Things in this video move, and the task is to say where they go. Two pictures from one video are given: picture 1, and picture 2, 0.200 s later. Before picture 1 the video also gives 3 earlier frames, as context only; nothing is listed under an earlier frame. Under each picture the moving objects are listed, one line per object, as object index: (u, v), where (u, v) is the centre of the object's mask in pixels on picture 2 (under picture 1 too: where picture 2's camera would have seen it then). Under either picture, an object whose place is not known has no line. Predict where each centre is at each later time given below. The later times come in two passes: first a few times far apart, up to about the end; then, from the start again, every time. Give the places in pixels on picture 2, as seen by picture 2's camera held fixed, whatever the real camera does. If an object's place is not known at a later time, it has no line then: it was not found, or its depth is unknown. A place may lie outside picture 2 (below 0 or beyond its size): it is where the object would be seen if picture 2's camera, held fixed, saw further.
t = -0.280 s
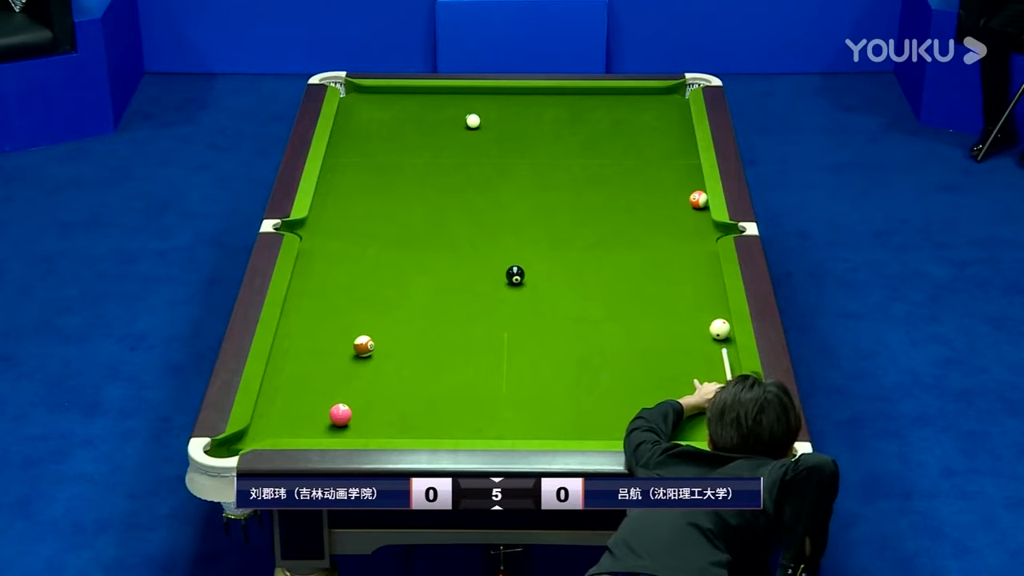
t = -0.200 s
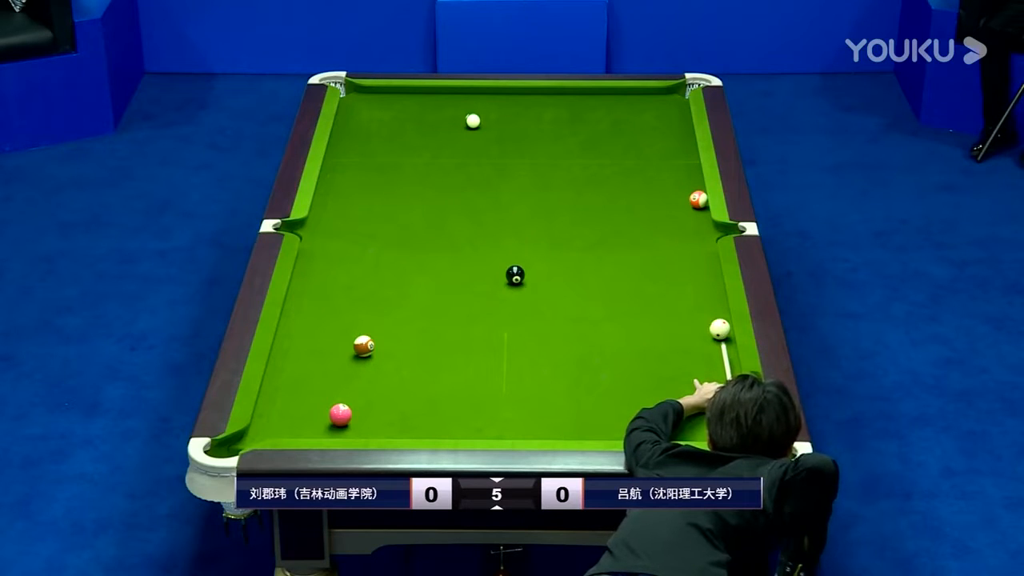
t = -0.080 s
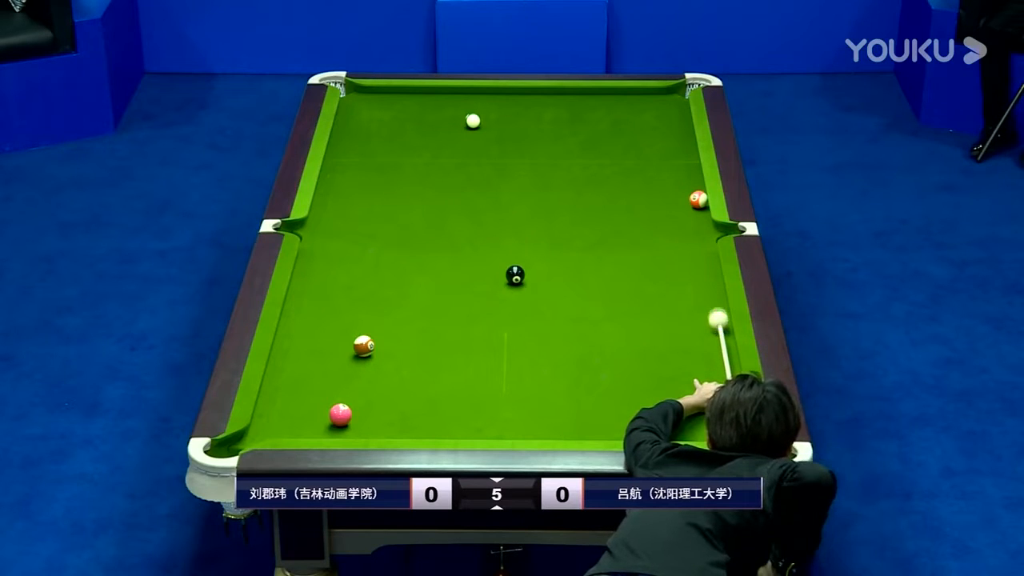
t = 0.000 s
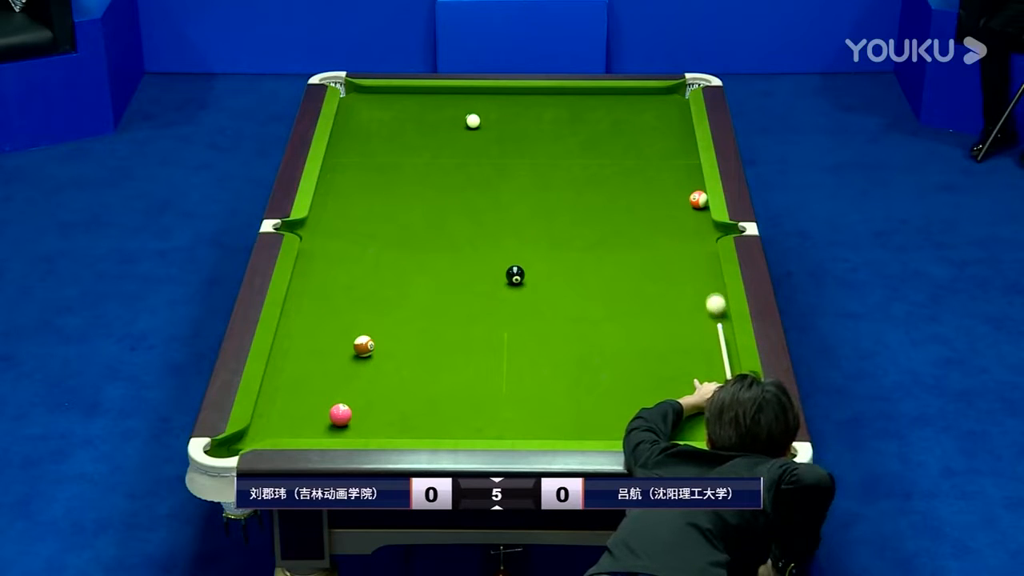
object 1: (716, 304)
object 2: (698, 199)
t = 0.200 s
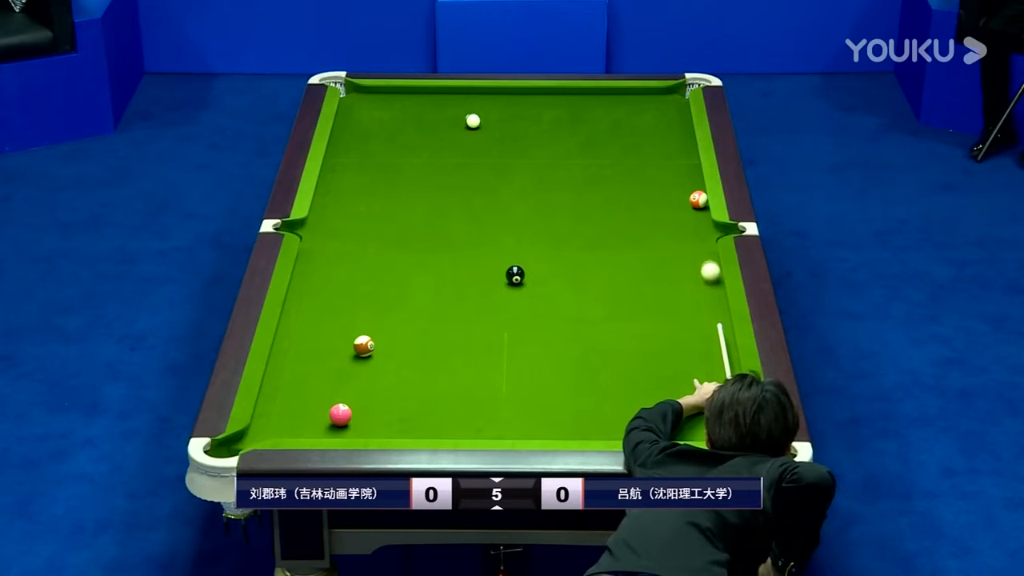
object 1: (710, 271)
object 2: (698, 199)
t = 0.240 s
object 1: (709, 265)
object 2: (698, 199)
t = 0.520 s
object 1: (703, 224)
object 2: (698, 199)
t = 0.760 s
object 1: (694, 204)
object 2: (696, 188)
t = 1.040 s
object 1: (683, 197)
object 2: (688, 169)
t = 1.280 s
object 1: (675, 190)
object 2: (683, 153)
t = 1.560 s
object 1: (666, 184)
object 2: (677, 137)
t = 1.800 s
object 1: (659, 179)
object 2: (672, 124)
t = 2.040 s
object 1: (653, 175)
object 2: (668, 112)
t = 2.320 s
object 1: (646, 171)
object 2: (663, 99)
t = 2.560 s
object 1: (642, 168)
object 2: (661, 93)
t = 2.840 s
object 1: (634, 163)
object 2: (661, 101)
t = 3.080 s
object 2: (662, 108)
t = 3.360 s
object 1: (634, 162)
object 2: (663, 115)
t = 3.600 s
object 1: (633, 161)
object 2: (664, 121)
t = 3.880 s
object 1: (633, 161)
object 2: (664, 126)
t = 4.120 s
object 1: (633, 161)
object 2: (665, 131)
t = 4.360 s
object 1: (633, 161)
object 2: (666, 135)
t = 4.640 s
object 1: (633, 161)
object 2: (667, 140)
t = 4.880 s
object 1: (633, 161)
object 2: (667, 142)
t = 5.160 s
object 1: (633, 161)
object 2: (667, 145)
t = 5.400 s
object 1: (633, 161)
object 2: (667, 147)
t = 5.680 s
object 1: (633, 161)
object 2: (667, 148)
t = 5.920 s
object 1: (633, 161)
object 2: (666, 149)
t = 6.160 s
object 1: (633, 161)
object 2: (666, 149)
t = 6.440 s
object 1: (633, 161)
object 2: (666, 149)
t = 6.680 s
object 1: (633, 161)
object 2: (666, 149)
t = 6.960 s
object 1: (633, 161)
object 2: (666, 149)
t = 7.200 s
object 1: (633, 160)
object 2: (666, 149)
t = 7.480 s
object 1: (633, 160)
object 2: (666, 149)
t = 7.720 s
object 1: (633, 161)
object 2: (666, 149)
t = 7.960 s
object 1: (633, 161)
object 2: (666, 149)
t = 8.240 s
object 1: (633, 161)
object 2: (666, 149)
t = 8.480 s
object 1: (633, 161)
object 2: (666, 149)
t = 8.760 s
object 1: (633, 160)
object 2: (666, 149)
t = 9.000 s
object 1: (633, 160)
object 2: (666, 149)
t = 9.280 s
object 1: (633, 160)
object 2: (666, 149)
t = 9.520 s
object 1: (633, 160)
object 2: (666, 149)
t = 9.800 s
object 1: (633, 160)
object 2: (666, 149)
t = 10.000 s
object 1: (633, 161)
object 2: (666, 149)
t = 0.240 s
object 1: (709, 265)
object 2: (698, 199)
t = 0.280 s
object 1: (708, 259)
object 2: (698, 199)
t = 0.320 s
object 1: (707, 252)
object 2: (698, 199)
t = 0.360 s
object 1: (706, 246)
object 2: (698, 199)
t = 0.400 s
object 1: (706, 241)
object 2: (698, 199)
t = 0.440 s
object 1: (705, 235)
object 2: (698, 199)
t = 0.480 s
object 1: (704, 229)
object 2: (698, 199)
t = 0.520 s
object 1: (703, 224)
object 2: (698, 199)
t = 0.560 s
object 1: (702, 218)
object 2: (698, 199)
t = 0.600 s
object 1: (700, 214)
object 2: (698, 198)
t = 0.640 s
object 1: (699, 209)
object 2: (698, 196)
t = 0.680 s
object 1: (697, 206)
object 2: (698, 193)
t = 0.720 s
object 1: (696, 206)
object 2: (696, 190)
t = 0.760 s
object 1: (694, 204)
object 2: (696, 188)
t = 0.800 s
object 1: (692, 203)
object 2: (694, 185)
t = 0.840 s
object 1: (691, 202)
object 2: (693, 182)
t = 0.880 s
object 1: (689, 201)
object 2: (693, 180)
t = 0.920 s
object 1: (688, 200)
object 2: (692, 177)
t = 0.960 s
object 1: (686, 199)
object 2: (690, 174)
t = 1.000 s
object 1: (685, 198)
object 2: (690, 172)
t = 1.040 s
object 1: (683, 197)
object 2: (688, 169)
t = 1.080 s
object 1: (682, 195)
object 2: (688, 166)
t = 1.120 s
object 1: (681, 195)
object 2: (687, 164)
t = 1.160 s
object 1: (679, 193)
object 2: (685, 161)
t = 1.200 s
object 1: (678, 192)
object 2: (684, 159)
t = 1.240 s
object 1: (676, 191)
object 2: (684, 156)
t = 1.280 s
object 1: (675, 190)
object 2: (683, 153)
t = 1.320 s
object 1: (674, 189)
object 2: (682, 151)
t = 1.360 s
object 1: (672, 188)
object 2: (681, 149)
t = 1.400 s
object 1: (671, 187)
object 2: (680, 146)
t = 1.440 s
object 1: (670, 187)
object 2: (679, 144)
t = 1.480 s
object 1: (668, 186)
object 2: (679, 141)
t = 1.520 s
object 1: (667, 185)
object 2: (678, 139)
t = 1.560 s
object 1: (666, 184)
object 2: (677, 137)
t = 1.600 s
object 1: (665, 183)
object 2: (676, 134)
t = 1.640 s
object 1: (663, 182)
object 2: (676, 132)
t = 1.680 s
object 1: (662, 182)
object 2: (675, 130)
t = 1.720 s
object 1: (661, 181)
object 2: (674, 128)
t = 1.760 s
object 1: (660, 180)
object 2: (673, 126)
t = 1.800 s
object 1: (659, 179)
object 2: (672, 124)
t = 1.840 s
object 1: (658, 179)
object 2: (672, 122)
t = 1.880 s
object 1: (657, 178)
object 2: (671, 120)
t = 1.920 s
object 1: (656, 177)
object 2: (670, 117)
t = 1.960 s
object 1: (655, 176)
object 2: (669, 115)
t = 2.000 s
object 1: (654, 176)
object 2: (669, 114)
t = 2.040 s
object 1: (653, 175)
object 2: (668, 112)
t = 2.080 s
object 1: (652, 174)
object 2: (667, 110)
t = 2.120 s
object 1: (651, 174)
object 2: (667, 108)
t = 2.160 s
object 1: (650, 173)
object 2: (666, 106)
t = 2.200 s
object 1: (649, 172)
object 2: (666, 104)
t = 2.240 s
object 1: (648, 172)
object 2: (665, 102)
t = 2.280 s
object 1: (647, 171)
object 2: (664, 100)
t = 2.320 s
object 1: (646, 171)
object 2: (663, 99)
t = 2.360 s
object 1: (646, 170)
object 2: (663, 97)
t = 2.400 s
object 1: (645, 170)
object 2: (662, 95)
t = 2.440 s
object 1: (644, 169)
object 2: (661, 93)
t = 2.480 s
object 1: (643, 169)
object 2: (661, 92)
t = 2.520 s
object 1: (643, 168)
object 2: (661, 91)
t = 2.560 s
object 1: (642, 168)
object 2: (661, 93)
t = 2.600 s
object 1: (641, 167)
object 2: (661, 94)
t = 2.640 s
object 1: (641, 167)
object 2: (661, 95)
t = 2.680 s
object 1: (640, 167)
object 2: (661, 97)
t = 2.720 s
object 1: (639, 166)
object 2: (661, 98)
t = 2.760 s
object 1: (639, 166)
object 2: (661, 99)
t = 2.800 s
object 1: (637, 165)
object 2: (661, 100)
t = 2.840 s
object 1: (634, 163)
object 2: (661, 101)
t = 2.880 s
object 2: (661, 102)
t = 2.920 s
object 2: (661, 104)
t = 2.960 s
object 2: (661, 105)
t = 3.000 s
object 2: (661, 106)
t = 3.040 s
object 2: (662, 107)
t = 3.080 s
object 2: (662, 108)
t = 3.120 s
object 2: (662, 109)
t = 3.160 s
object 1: (635, 162)
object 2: (662, 110)
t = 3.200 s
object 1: (635, 162)
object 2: (662, 111)
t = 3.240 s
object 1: (634, 162)
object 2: (662, 112)
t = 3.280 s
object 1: (634, 162)
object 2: (663, 113)
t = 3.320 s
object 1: (634, 162)
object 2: (663, 114)
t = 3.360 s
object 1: (634, 162)
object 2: (663, 115)
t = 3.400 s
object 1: (634, 161)
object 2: (663, 116)
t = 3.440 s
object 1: (634, 161)
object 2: (663, 117)
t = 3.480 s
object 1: (634, 161)
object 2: (663, 118)
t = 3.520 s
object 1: (634, 161)
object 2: (664, 119)
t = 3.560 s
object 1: (634, 161)
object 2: (664, 120)
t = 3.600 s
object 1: (633, 161)
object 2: (664, 121)
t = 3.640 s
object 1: (633, 161)
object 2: (664, 122)
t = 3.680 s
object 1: (633, 161)
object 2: (664, 123)
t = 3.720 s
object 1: (633, 161)
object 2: (664, 123)
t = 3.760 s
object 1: (633, 161)
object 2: (664, 124)
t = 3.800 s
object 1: (633, 161)
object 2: (664, 125)
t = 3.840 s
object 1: (633, 161)
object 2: (664, 126)
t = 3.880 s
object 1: (633, 161)
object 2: (664, 126)
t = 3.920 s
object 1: (633, 161)
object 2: (665, 127)
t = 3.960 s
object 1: (633, 161)
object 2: (665, 128)
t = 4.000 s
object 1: (633, 161)
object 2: (665, 129)
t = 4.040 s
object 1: (633, 161)
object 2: (665, 130)
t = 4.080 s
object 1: (633, 161)
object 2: (665, 131)
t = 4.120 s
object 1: (633, 161)
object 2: (665, 131)
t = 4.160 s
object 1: (633, 161)
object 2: (665, 132)
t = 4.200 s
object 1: (633, 161)
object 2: (666, 133)
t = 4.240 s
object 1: (633, 161)
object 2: (666, 133)
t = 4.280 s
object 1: (633, 161)
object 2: (666, 134)
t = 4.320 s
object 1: (633, 161)
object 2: (666, 135)
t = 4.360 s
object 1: (633, 161)
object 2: (666, 135)
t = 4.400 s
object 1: (633, 161)
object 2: (666, 136)
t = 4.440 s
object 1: (633, 161)
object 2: (666, 137)
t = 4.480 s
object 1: (633, 161)
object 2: (667, 137)
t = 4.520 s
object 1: (633, 161)
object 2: (667, 138)
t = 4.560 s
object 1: (633, 161)
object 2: (667, 139)
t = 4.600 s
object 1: (633, 161)
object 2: (667, 139)
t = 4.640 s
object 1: (633, 161)
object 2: (667, 140)
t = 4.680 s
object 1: (633, 161)
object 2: (667, 140)
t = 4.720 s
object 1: (633, 160)
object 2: (667, 141)
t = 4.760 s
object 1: (633, 161)
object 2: (667, 141)
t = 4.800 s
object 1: (633, 161)
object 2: (667, 142)
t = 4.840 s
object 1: (633, 161)
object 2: (667, 142)
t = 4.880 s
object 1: (633, 161)
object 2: (667, 142)
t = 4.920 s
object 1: (633, 161)
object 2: (667, 143)
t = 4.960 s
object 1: (633, 161)
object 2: (667, 143)
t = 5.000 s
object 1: (633, 161)
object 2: (668, 144)
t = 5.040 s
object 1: (633, 161)
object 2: (667, 144)
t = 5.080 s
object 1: (633, 161)
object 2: (668, 144)
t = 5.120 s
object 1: (633, 161)
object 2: (667, 145)
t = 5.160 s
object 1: (633, 161)
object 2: (667, 145)
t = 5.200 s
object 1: (633, 161)
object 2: (667, 145)
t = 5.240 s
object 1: (633, 161)
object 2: (668, 146)
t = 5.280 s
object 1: (633, 161)
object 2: (668, 146)
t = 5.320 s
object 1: (633, 161)
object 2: (667, 146)
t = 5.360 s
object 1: (633, 161)
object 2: (667, 147)
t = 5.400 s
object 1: (633, 161)
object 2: (667, 147)
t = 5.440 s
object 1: (633, 161)
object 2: (667, 147)
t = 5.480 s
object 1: (633, 161)
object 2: (667, 147)
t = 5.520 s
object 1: (633, 161)
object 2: (667, 148)
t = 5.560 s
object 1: (633, 161)
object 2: (667, 148)
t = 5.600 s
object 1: (633, 161)
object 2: (667, 148)
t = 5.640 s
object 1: (633, 161)
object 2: (667, 148)
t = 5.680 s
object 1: (633, 161)
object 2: (667, 148)
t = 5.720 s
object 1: (633, 161)
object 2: (667, 148)
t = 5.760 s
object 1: (633, 161)
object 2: (666, 149)
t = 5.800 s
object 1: (633, 161)
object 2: (666, 149)
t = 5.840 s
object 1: (633, 161)
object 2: (666, 149)
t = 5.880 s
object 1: (633, 161)
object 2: (666, 149)
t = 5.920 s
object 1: (633, 161)
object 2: (666, 149)
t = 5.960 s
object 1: (633, 161)
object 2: (666, 149)
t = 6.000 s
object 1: (633, 161)
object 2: (666, 149)
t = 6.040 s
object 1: (633, 161)
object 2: (666, 149)
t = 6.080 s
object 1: (633, 161)
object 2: (666, 149)
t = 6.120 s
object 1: (633, 161)
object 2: (666, 149)
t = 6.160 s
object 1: (633, 161)
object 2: (666, 149)
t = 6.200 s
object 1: (633, 161)
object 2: (666, 149)
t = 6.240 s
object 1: (633, 161)
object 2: (666, 149)
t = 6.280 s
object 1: (633, 161)
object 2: (666, 149)
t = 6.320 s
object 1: (633, 161)
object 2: (666, 149)
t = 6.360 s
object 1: (633, 161)
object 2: (666, 149)
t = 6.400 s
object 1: (633, 161)
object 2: (666, 149)
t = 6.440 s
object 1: (633, 161)
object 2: (666, 149)
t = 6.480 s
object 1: (633, 161)
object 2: (666, 149)
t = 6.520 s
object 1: (633, 161)
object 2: (666, 149)
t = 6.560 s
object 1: (633, 161)
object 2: (666, 149)
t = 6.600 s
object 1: (633, 161)
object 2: (666, 149)
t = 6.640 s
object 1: (633, 161)
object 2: (666, 149)
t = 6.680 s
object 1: (633, 161)
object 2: (666, 149)
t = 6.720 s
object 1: (633, 161)
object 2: (666, 149)
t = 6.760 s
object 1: (633, 161)
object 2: (666, 149)
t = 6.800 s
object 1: (633, 161)
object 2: (666, 149)
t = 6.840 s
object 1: (633, 161)
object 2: (666, 149)
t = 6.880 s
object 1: (633, 161)
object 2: (666, 149)
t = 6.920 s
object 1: (633, 161)
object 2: (666, 149)
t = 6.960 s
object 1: (633, 161)
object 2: (666, 149)
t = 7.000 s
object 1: (633, 161)
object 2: (666, 149)
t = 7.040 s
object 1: (633, 161)
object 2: (666, 149)
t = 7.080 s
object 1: (633, 161)
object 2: (666, 149)
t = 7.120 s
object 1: (633, 161)
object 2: (666, 149)
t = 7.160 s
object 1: (633, 160)
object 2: (666, 149)
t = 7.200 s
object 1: (633, 160)
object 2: (666, 149)
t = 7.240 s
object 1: (633, 160)
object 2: (666, 149)
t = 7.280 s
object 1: (633, 160)
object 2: (666, 149)
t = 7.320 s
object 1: (633, 160)
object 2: (666, 149)
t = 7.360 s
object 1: (633, 160)
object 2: (666, 149)
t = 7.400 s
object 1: (633, 160)
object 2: (666, 149)
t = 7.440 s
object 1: (633, 160)
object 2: (666, 149)
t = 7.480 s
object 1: (633, 160)
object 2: (666, 149)
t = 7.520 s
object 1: (633, 161)
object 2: (666, 149)
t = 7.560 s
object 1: (633, 161)
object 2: (666, 149)
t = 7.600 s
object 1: (633, 161)
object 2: (666, 149)
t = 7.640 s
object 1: (633, 161)
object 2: (666, 149)
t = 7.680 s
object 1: (633, 161)
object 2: (666, 149)
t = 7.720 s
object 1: (633, 161)
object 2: (666, 149)
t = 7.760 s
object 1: (633, 161)
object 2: (666, 149)
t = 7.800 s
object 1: (633, 161)
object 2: (666, 149)
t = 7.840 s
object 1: (633, 161)
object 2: (666, 149)
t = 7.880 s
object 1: (633, 161)
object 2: (666, 149)
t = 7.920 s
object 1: (633, 161)
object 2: (666, 149)
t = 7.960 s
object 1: (633, 161)
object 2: (666, 149)
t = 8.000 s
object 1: (633, 161)
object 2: (666, 149)
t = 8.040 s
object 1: (633, 161)
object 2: (666, 149)
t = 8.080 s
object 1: (633, 161)
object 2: (666, 149)
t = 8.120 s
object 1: (633, 161)
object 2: (666, 149)
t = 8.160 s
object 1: (633, 160)
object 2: (666, 149)
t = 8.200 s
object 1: (633, 161)
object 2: (666, 149)
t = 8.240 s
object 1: (633, 161)
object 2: (666, 149)
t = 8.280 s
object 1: (633, 161)
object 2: (666, 149)
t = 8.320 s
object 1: (633, 161)
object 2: (666, 149)
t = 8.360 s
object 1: (633, 161)
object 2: (666, 149)
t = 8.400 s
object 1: (633, 161)
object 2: (666, 149)
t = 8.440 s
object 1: (633, 161)
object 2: (666, 149)
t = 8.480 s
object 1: (633, 161)
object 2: (666, 149)
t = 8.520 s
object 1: (633, 161)
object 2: (666, 149)
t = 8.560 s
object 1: (633, 161)
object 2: (666, 149)
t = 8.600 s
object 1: (633, 160)
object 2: (666, 149)
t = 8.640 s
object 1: (633, 160)
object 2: (666, 149)
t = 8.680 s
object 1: (633, 160)
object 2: (666, 149)
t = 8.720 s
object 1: (633, 160)
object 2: (666, 149)
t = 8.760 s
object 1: (633, 160)
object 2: (666, 149)
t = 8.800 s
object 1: (633, 160)
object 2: (666, 149)
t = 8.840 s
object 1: (633, 160)
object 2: (666, 149)
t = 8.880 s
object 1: (633, 160)
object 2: (666, 149)
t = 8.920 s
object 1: (633, 160)
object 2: (666, 149)
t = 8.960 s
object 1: (633, 160)
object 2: (666, 149)
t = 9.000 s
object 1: (633, 160)
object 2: (666, 149)
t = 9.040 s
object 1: (633, 160)
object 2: (666, 149)
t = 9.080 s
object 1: (633, 160)
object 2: (666, 149)
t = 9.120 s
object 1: (633, 160)
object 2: (666, 149)
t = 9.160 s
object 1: (633, 160)
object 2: (666, 149)
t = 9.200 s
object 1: (633, 160)
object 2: (666, 149)
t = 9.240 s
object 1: (633, 160)
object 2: (666, 149)
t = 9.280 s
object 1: (633, 160)
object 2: (666, 149)
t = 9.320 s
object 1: (633, 160)
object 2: (666, 149)
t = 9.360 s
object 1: (633, 160)
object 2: (666, 149)
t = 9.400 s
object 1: (633, 160)
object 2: (666, 149)
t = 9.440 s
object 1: (633, 161)
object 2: (666, 149)
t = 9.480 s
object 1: (633, 160)
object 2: (666, 149)
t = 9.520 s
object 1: (633, 160)
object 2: (666, 149)
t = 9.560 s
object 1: (633, 160)
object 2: (666, 149)
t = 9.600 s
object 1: (633, 160)
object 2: (666, 149)
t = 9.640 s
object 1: (633, 160)
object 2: (666, 149)
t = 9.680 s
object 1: (633, 160)
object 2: (666, 149)
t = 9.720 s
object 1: (633, 160)
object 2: (666, 149)
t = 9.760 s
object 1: (633, 160)
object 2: (666, 149)
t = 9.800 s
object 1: (633, 160)
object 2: (666, 149)
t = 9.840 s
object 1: (633, 160)
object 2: (666, 149)
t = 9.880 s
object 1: (633, 160)
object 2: (667, 149)
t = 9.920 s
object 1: (633, 160)
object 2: (666, 149)
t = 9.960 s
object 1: (633, 160)
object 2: (666, 149)
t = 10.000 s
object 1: (633, 161)
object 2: (666, 149)
